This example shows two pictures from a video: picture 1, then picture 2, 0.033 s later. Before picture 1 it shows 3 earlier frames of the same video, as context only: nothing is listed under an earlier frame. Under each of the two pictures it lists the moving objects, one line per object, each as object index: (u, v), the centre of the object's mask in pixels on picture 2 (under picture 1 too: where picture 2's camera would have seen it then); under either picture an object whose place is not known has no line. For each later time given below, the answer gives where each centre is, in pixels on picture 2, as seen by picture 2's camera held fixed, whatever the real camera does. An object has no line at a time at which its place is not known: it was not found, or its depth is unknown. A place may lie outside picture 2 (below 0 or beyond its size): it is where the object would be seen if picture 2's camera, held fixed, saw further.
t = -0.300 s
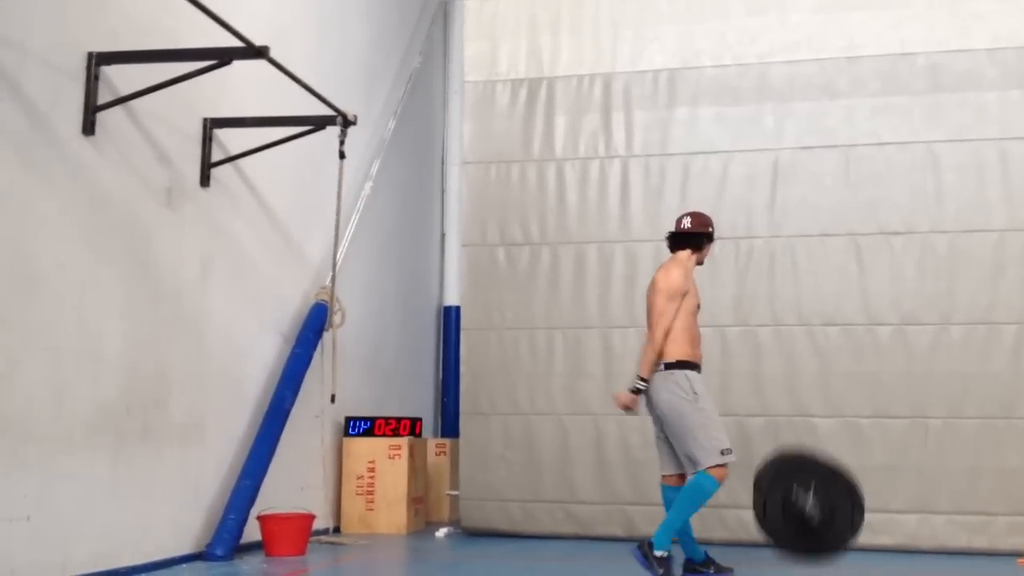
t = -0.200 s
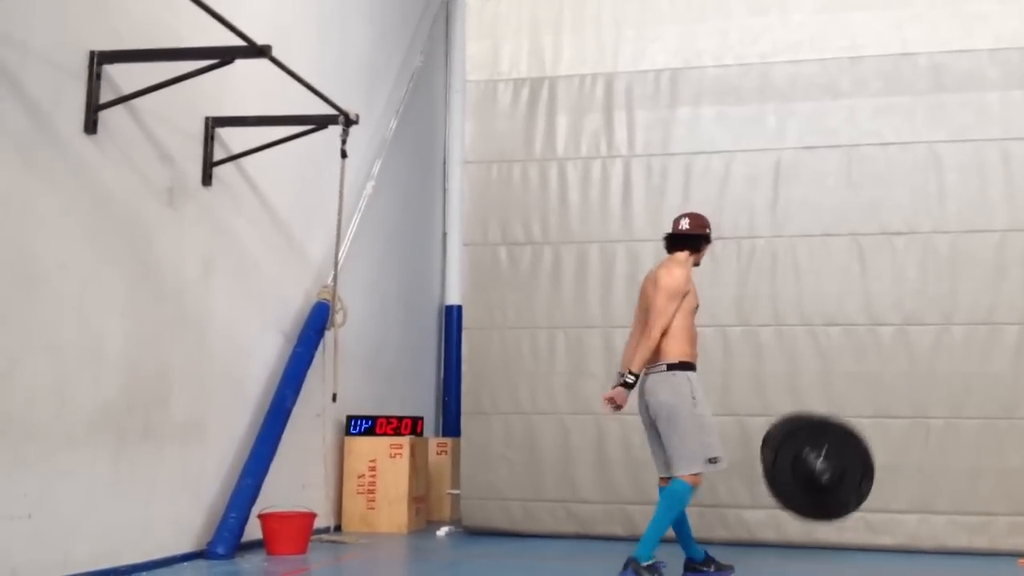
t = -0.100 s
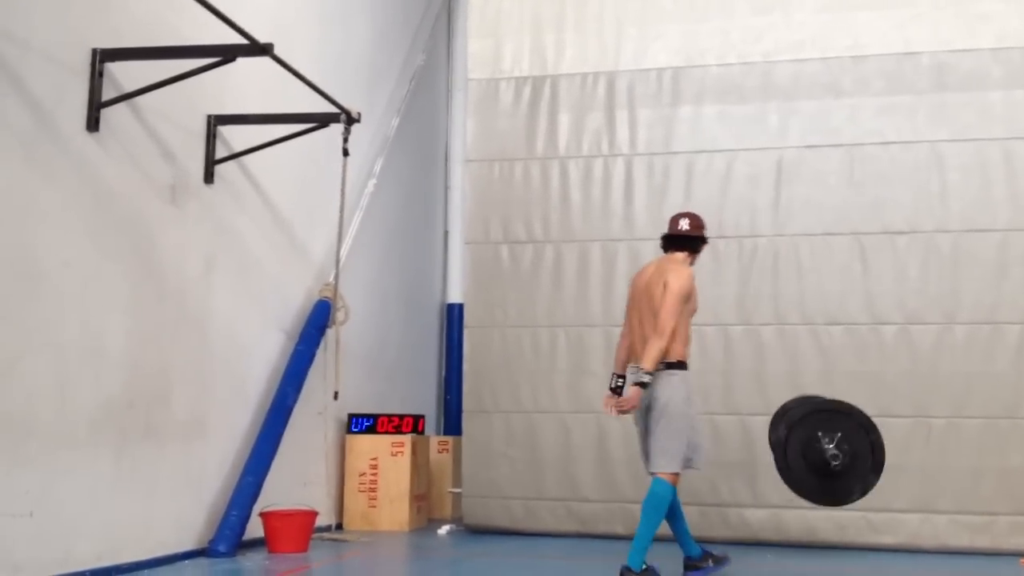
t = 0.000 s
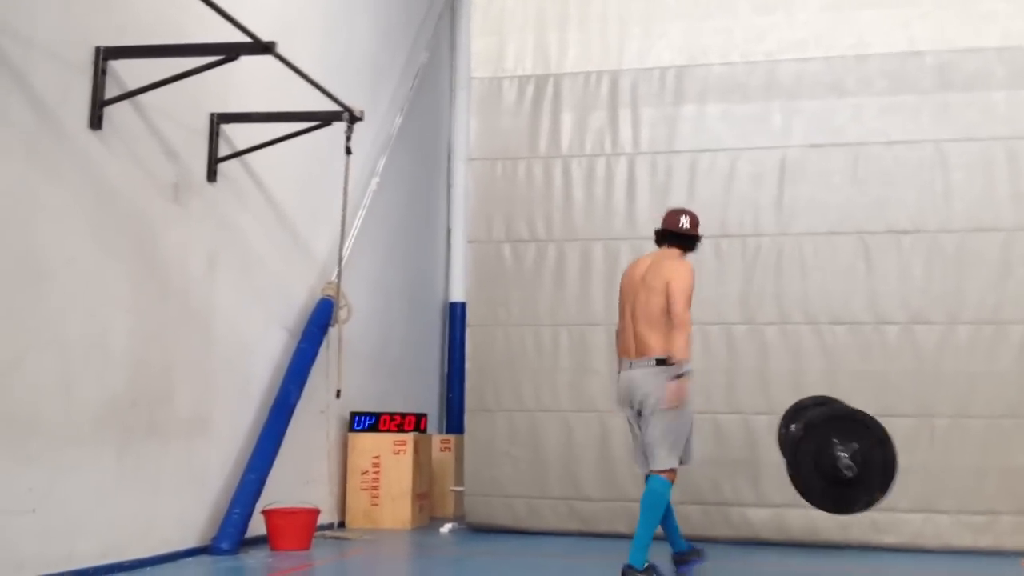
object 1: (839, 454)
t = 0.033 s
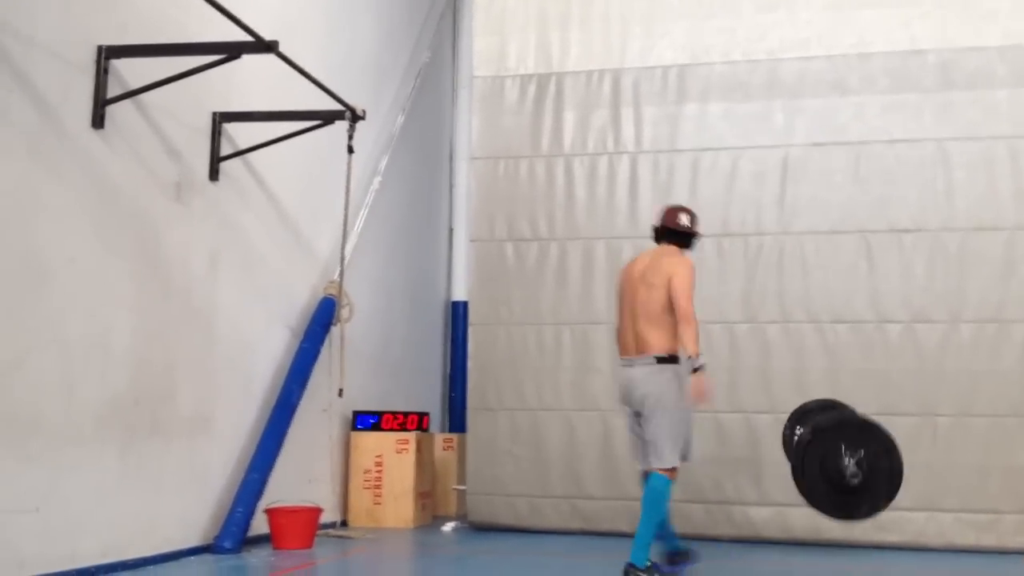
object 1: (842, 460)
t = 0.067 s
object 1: (843, 469)
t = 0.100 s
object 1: (845, 480)
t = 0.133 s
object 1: (849, 495)
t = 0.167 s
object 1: (851, 511)
